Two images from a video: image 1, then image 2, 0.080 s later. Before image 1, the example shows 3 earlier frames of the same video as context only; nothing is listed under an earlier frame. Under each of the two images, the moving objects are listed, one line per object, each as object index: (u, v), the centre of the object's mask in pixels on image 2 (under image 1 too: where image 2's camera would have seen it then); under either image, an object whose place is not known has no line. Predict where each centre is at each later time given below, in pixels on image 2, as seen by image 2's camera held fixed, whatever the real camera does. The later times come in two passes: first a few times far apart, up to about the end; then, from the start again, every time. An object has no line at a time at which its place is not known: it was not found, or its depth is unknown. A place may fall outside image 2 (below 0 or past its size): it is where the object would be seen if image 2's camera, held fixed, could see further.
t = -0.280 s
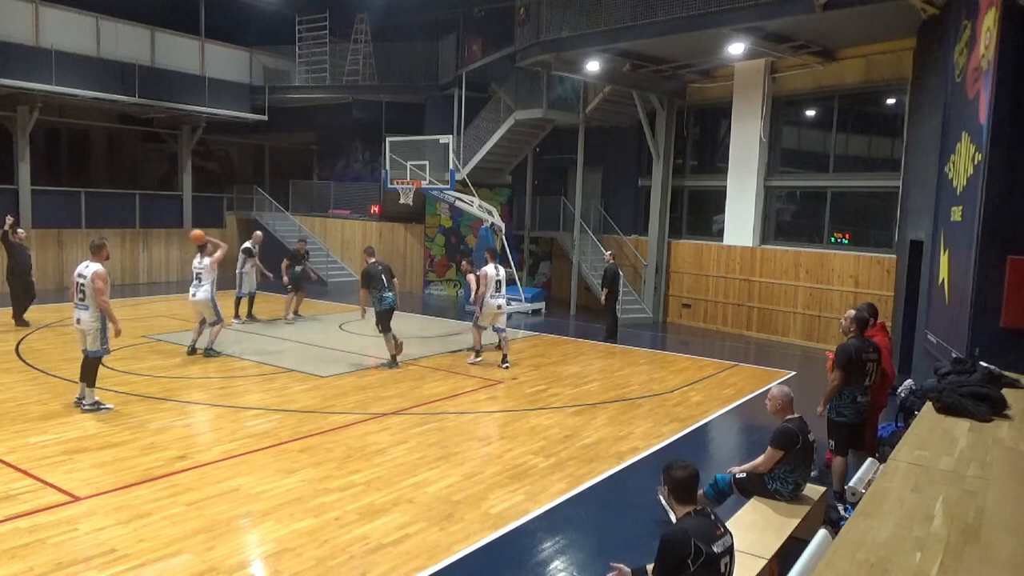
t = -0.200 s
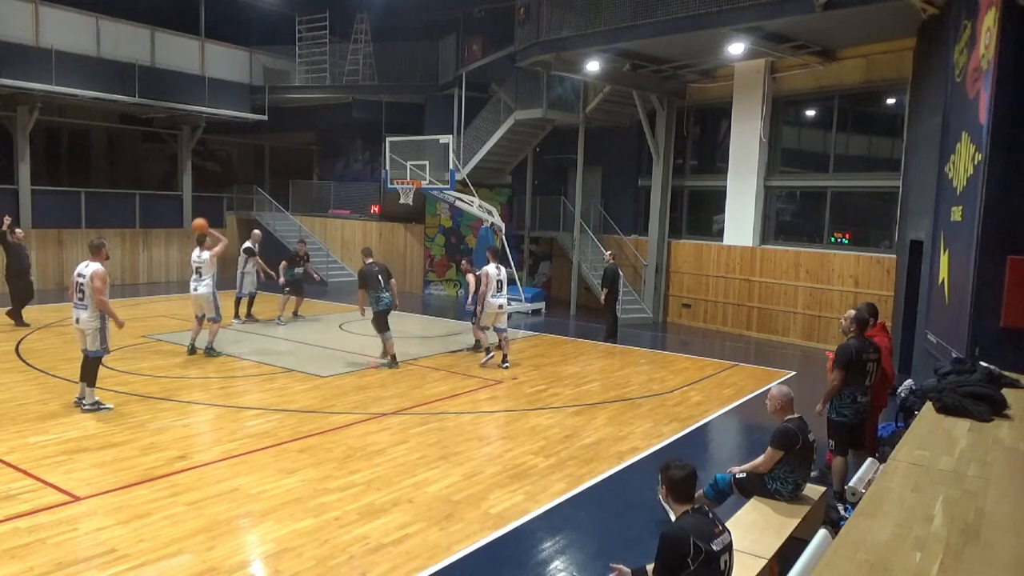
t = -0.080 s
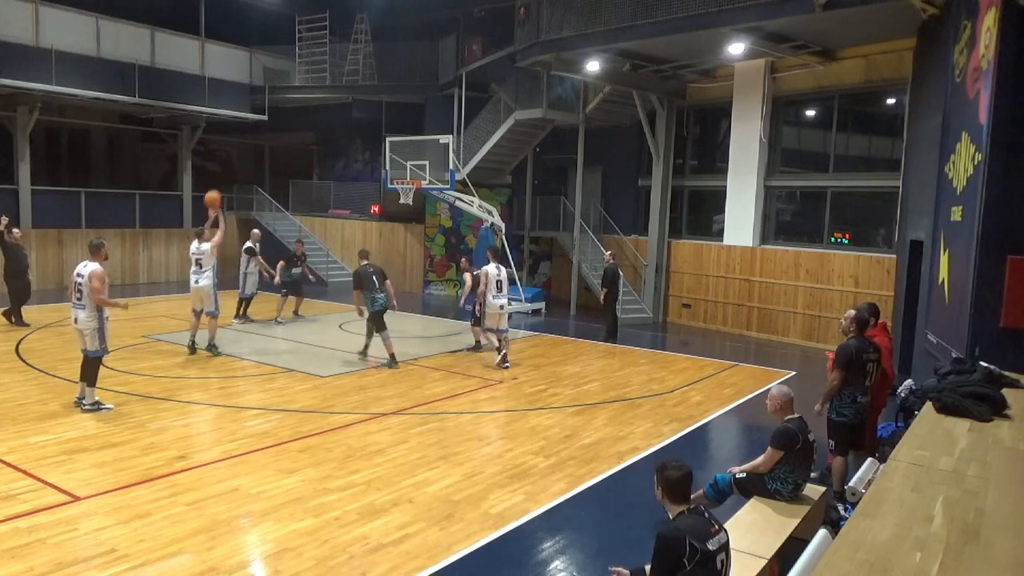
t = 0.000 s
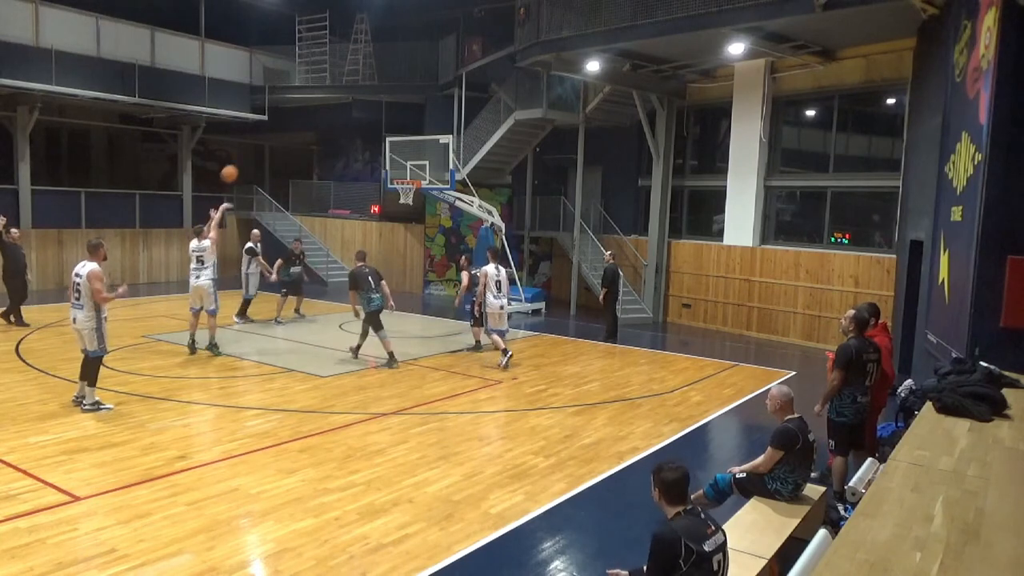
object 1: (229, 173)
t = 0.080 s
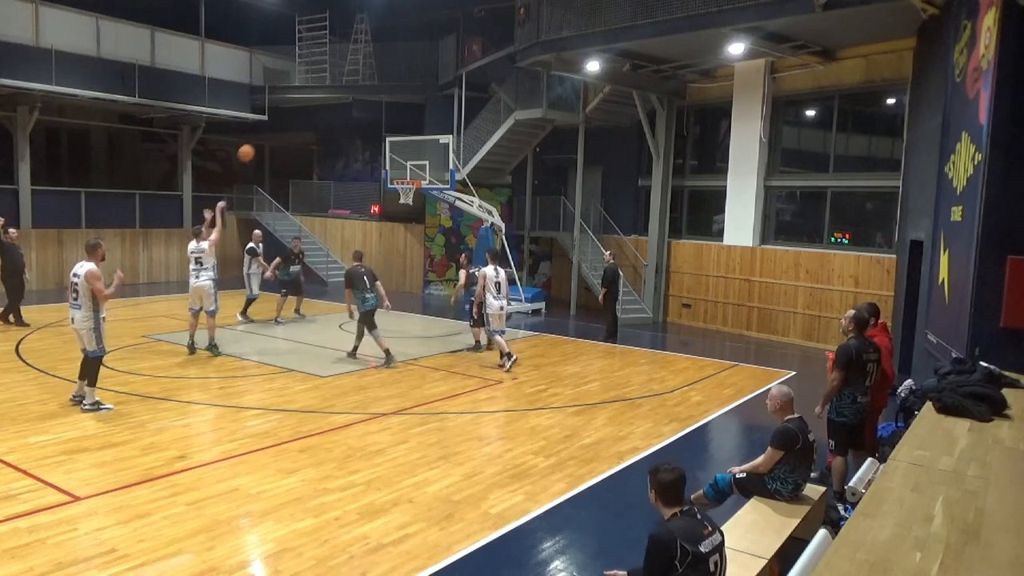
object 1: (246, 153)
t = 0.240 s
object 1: (278, 124)
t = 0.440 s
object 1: (313, 111)
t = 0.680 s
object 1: (350, 123)
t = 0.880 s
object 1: (377, 154)
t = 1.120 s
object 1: (368, 168)
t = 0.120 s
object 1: (255, 144)
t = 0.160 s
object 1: (263, 136)
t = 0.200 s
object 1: (271, 130)
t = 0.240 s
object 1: (278, 124)
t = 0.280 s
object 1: (289, 120)
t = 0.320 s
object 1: (295, 115)
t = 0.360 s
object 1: (300, 113)
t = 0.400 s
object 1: (307, 112)
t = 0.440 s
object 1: (313, 111)
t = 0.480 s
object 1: (320, 111)
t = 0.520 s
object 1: (326, 112)
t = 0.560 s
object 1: (333, 113)
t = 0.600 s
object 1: (339, 116)
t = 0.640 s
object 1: (345, 119)
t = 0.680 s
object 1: (350, 123)
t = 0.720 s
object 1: (356, 128)
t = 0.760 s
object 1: (362, 134)
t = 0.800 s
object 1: (367, 140)
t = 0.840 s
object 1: (372, 147)
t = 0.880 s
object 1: (377, 154)
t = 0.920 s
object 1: (382, 162)
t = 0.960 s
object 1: (388, 171)
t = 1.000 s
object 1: (388, 174)
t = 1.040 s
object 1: (381, 172)
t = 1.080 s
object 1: (374, 170)
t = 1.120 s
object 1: (368, 168)
